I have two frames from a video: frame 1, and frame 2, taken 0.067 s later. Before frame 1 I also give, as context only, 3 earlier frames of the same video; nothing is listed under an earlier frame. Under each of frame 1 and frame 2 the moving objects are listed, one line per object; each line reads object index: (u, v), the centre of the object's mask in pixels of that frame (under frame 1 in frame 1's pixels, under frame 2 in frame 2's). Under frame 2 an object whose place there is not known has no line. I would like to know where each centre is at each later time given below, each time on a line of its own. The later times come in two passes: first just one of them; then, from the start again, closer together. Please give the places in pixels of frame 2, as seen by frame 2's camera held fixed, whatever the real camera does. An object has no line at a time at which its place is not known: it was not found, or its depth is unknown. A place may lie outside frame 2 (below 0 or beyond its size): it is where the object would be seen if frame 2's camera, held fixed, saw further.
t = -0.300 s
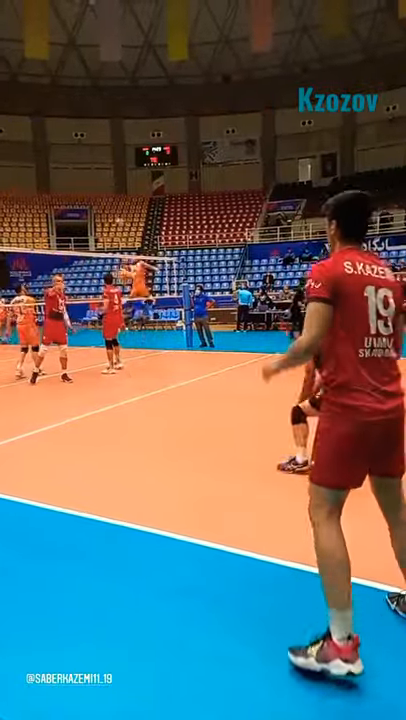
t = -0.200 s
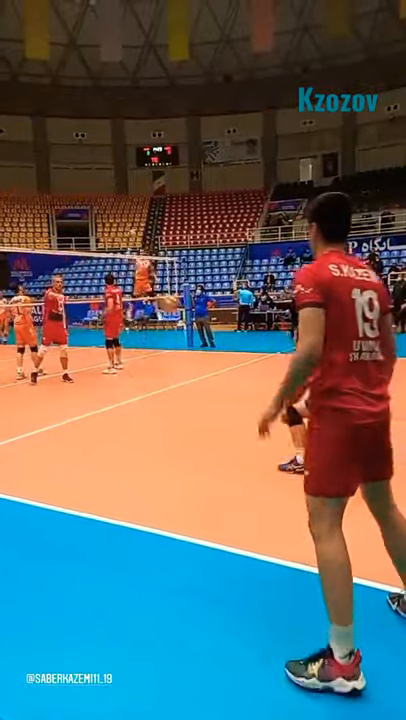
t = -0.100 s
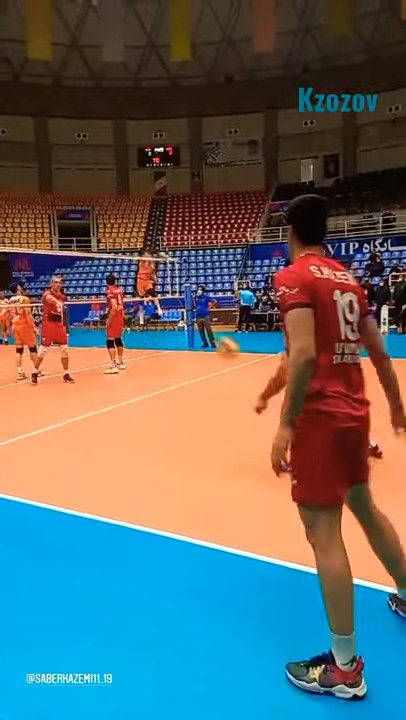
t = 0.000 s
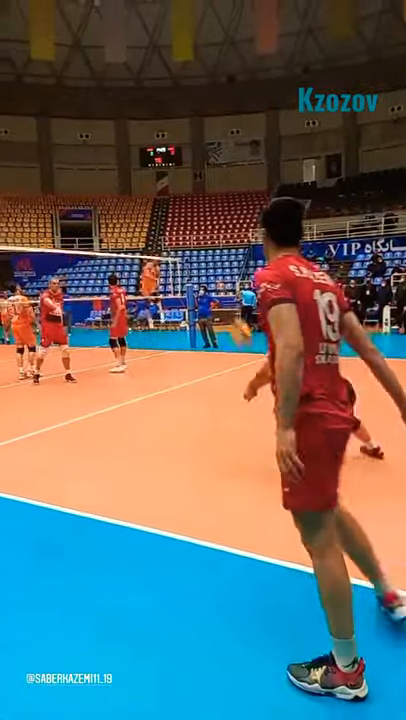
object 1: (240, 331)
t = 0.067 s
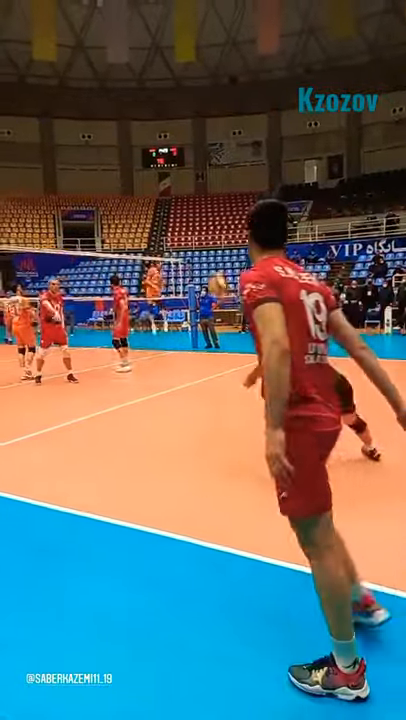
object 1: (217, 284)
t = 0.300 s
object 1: (147, 173)
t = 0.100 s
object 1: (207, 263)
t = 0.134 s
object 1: (195, 244)
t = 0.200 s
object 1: (174, 210)
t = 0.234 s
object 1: (165, 197)
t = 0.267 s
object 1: (157, 184)
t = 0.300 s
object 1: (147, 173)
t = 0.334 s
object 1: (138, 162)
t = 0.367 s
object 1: (130, 152)
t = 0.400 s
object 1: (121, 145)
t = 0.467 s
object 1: (107, 131)
